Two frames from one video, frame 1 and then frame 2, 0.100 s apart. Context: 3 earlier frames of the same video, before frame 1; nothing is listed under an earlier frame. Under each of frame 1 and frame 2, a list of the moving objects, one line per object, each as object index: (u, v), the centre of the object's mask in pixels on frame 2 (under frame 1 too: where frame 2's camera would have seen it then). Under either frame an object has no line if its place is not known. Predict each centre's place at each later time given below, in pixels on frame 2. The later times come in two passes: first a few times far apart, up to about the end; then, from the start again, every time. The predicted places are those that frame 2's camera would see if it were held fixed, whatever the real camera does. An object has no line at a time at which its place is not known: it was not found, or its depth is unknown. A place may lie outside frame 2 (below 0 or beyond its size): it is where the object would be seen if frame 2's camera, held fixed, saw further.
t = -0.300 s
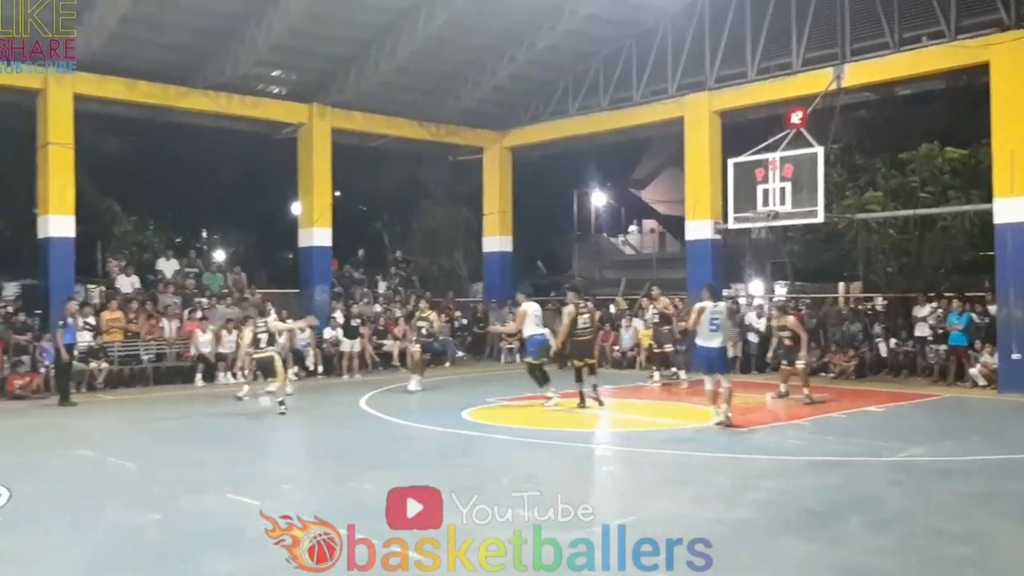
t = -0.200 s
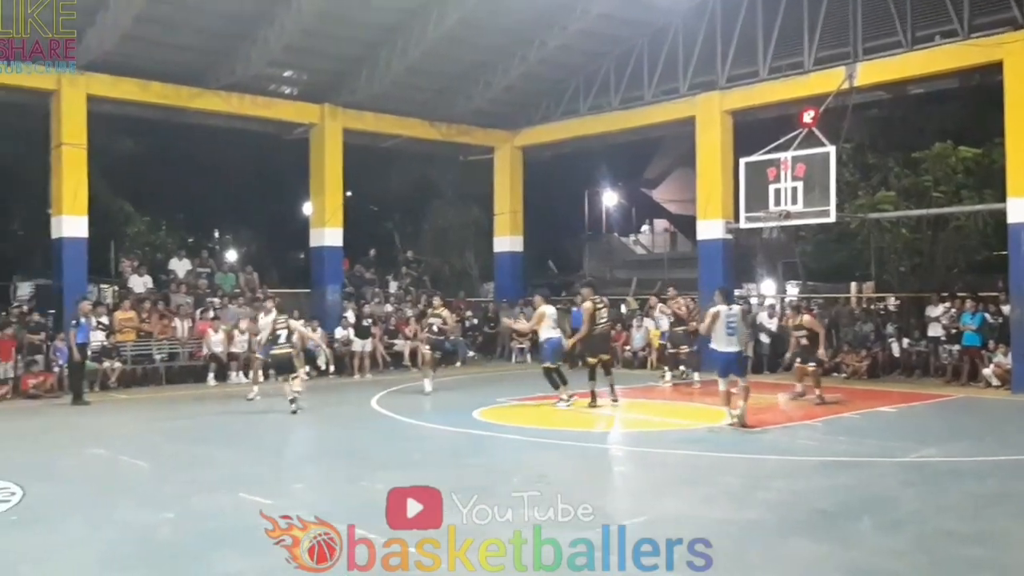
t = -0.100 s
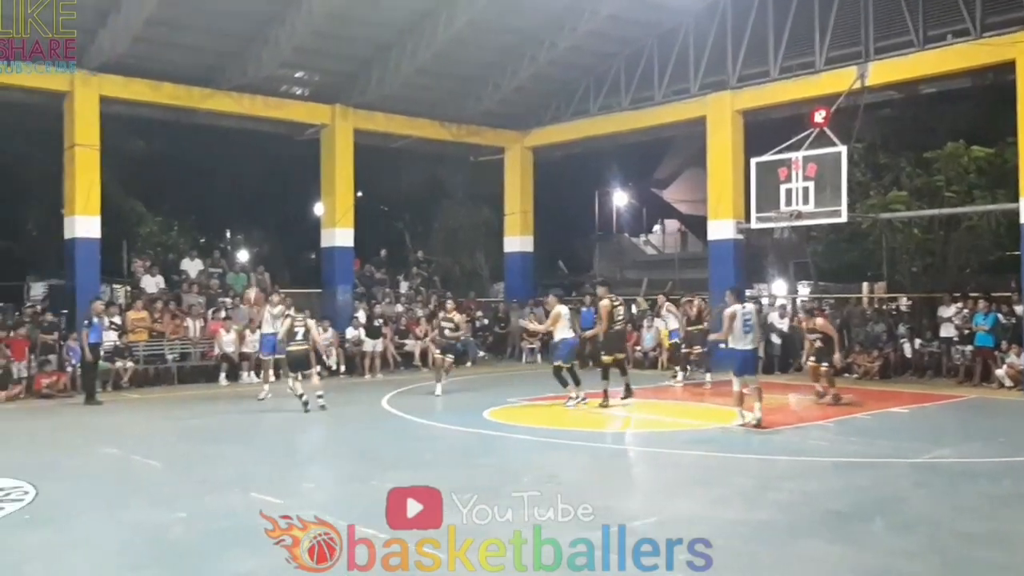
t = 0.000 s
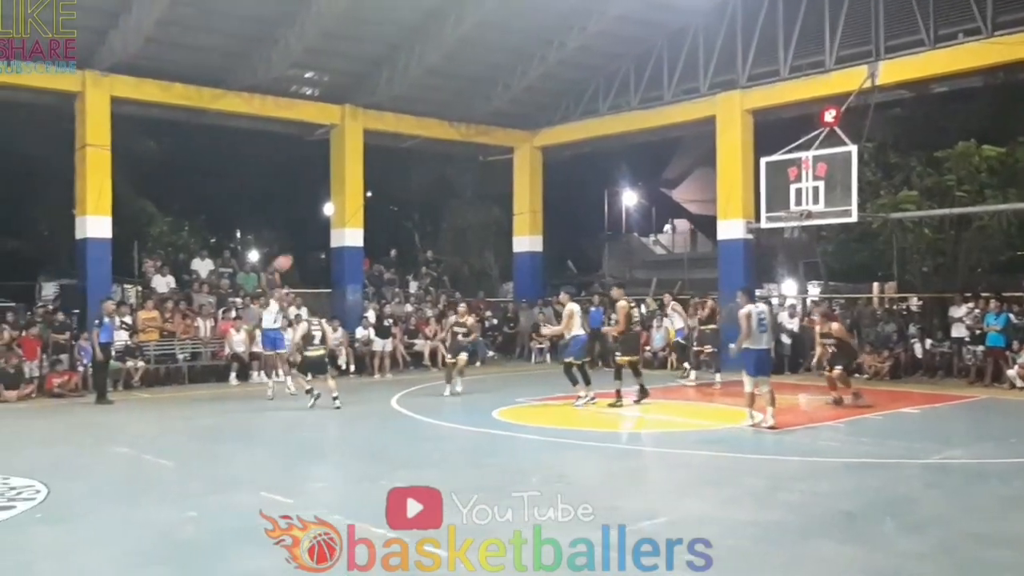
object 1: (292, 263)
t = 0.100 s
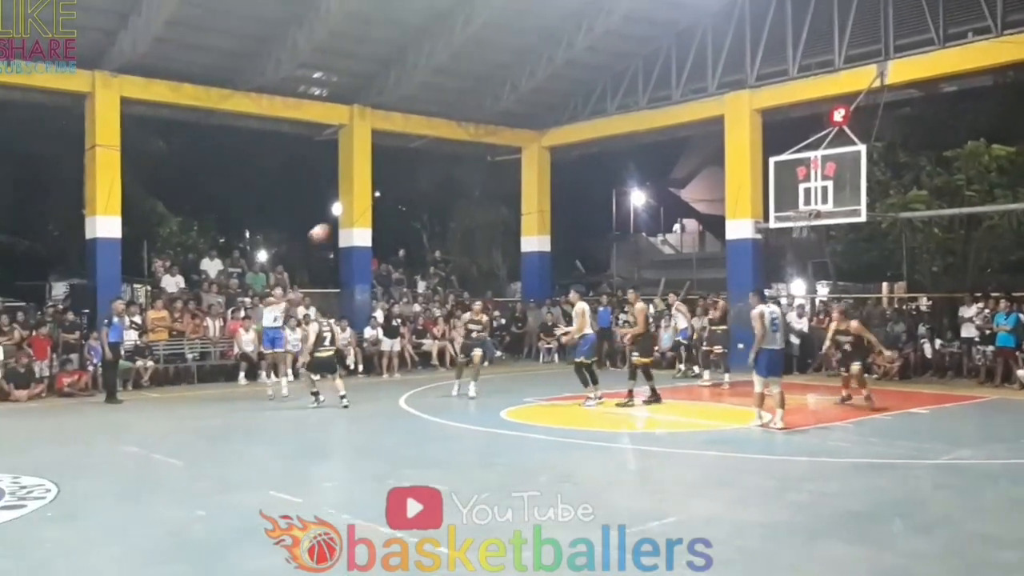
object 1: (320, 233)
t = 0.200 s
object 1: (351, 207)
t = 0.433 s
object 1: (435, 164)
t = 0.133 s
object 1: (328, 225)
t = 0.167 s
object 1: (339, 217)
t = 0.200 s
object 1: (351, 207)
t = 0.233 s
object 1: (362, 198)
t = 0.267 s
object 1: (374, 192)
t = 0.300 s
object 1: (385, 185)
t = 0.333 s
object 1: (396, 179)
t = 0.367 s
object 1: (409, 174)
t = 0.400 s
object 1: (421, 169)
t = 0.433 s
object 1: (435, 164)
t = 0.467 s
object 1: (449, 161)
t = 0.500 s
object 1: (464, 157)
